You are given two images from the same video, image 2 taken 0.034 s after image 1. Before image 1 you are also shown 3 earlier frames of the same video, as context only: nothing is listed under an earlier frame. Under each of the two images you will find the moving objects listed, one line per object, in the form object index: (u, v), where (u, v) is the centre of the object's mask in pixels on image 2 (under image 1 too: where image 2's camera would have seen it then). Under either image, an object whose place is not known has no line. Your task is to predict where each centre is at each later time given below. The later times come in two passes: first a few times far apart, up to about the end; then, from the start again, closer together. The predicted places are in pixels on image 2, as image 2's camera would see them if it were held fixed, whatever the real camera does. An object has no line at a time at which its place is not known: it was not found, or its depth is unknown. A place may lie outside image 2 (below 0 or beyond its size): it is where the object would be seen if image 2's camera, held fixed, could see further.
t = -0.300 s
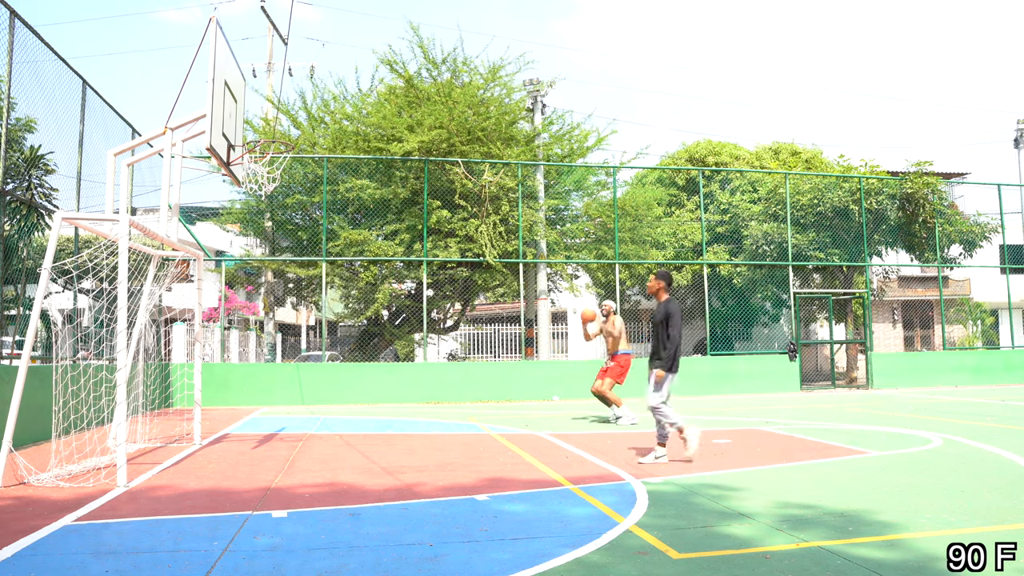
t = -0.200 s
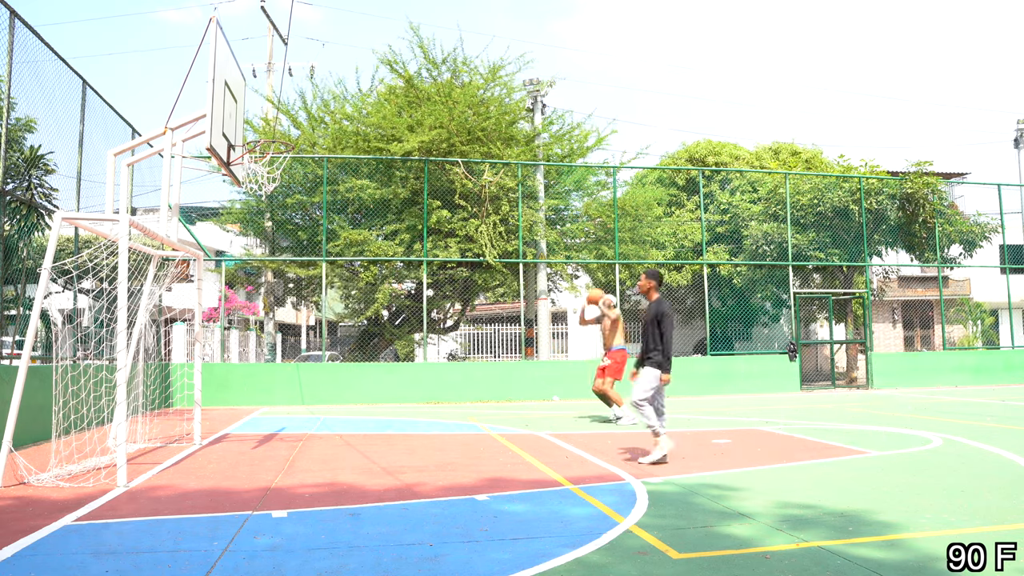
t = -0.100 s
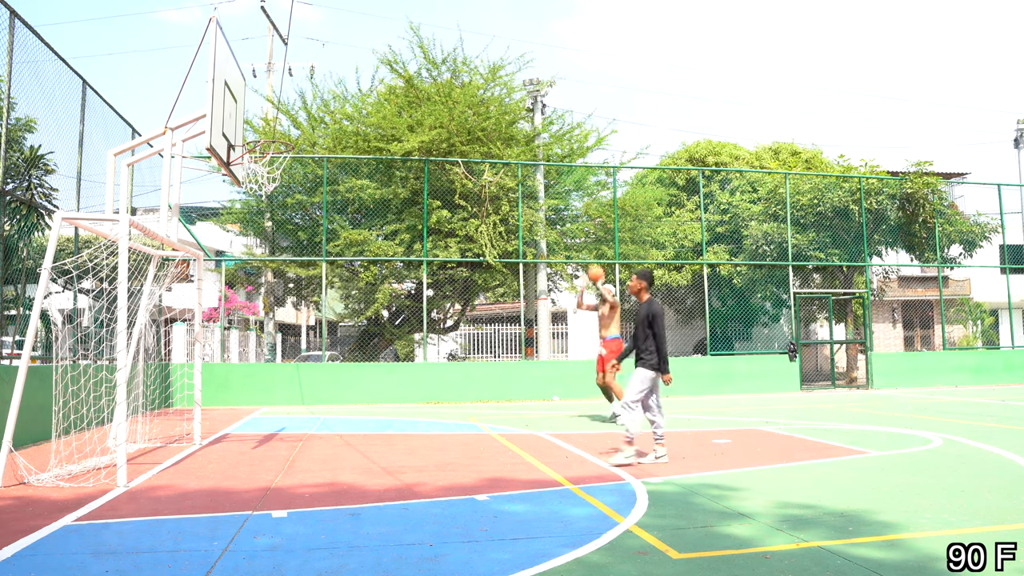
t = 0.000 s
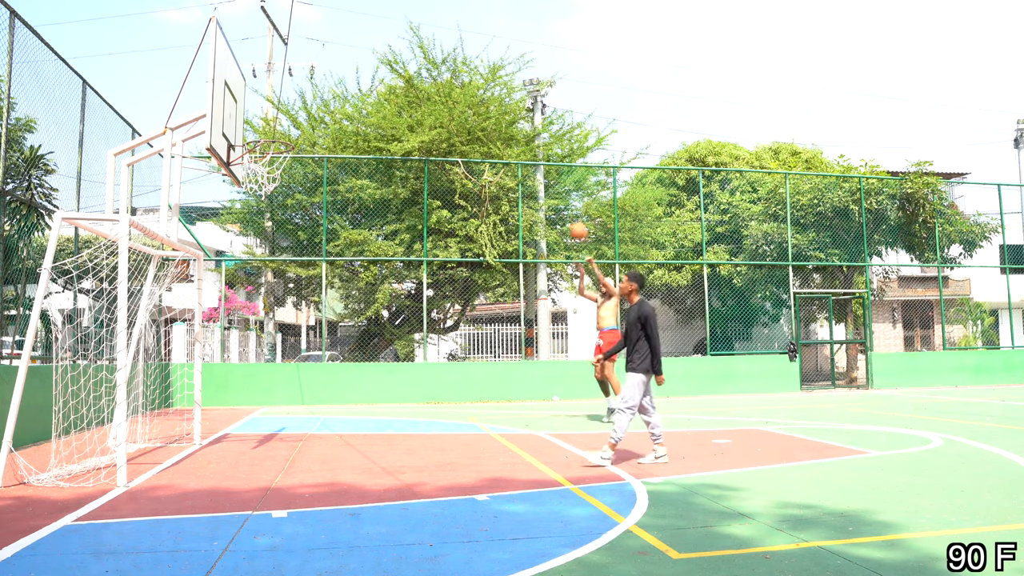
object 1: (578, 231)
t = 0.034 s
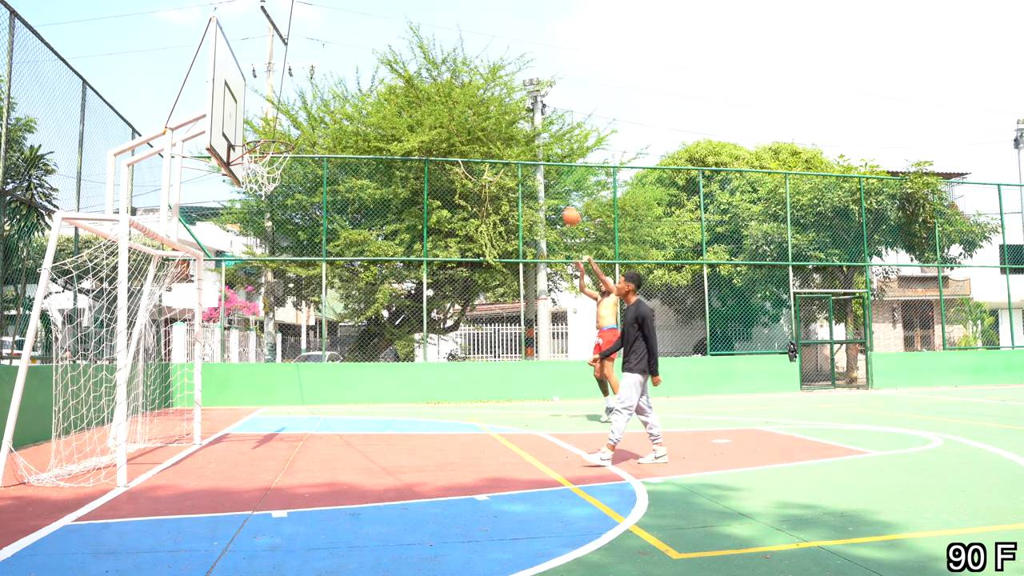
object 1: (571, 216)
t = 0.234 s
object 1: (526, 144)
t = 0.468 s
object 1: (470, 89)
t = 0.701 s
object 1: (408, 71)
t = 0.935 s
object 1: (339, 97)
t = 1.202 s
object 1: (287, 162)
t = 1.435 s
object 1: (299, 219)
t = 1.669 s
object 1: (310, 306)
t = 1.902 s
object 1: (320, 417)
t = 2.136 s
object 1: (330, 335)
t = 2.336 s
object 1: (338, 301)
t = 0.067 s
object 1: (563, 203)
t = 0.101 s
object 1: (556, 189)
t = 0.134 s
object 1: (549, 177)
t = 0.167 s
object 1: (541, 164)
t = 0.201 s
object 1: (533, 153)
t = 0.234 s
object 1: (526, 144)
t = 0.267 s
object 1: (518, 134)
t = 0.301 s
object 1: (510, 124)
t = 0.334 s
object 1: (502, 116)
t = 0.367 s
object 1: (494, 108)
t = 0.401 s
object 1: (486, 101)
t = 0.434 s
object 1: (478, 95)
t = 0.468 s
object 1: (470, 89)
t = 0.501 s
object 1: (461, 84)
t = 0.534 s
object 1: (454, 80)
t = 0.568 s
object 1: (444, 77)
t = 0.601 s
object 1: (436, 73)
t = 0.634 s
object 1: (427, 72)
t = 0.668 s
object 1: (418, 71)
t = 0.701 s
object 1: (408, 71)
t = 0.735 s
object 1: (399, 72)
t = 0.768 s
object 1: (389, 73)
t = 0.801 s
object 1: (380, 76)
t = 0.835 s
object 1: (370, 80)
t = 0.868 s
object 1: (359, 85)
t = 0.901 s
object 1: (349, 90)
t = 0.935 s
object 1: (339, 97)
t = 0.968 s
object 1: (328, 104)
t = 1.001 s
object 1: (317, 113)
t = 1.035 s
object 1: (305, 123)
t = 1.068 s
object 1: (294, 134)
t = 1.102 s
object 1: (282, 145)
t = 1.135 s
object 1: (281, 151)
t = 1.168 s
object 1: (284, 156)
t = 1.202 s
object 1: (287, 162)
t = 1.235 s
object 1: (288, 167)
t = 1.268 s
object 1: (290, 175)
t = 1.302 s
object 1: (292, 181)
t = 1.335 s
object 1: (294, 189)
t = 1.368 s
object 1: (296, 199)
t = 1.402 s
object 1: (297, 208)
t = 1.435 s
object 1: (299, 219)
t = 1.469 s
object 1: (301, 230)
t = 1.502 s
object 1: (303, 241)
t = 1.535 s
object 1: (304, 253)
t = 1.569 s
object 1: (305, 266)
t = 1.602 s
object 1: (307, 279)
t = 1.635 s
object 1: (309, 293)
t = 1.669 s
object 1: (310, 306)
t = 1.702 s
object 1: (312, 323)
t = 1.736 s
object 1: (313, 337)
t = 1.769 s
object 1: (314, 353)
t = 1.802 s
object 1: (316, 370)
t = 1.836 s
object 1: (317, 387)
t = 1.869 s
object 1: (318, 403)
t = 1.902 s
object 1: (320, 417)
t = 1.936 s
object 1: (321, 401)
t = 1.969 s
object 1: (322, 389)
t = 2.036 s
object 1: (325, 365)
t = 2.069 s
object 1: (327, 353)
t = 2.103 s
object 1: (328, 343)
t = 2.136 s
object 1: (330, 335)
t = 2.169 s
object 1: (332, 328)
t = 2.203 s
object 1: (333, 321)
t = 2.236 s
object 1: (335, 315)
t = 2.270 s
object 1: (336, 310)
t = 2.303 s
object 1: (337, 306)
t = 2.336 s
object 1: (338, 301)
